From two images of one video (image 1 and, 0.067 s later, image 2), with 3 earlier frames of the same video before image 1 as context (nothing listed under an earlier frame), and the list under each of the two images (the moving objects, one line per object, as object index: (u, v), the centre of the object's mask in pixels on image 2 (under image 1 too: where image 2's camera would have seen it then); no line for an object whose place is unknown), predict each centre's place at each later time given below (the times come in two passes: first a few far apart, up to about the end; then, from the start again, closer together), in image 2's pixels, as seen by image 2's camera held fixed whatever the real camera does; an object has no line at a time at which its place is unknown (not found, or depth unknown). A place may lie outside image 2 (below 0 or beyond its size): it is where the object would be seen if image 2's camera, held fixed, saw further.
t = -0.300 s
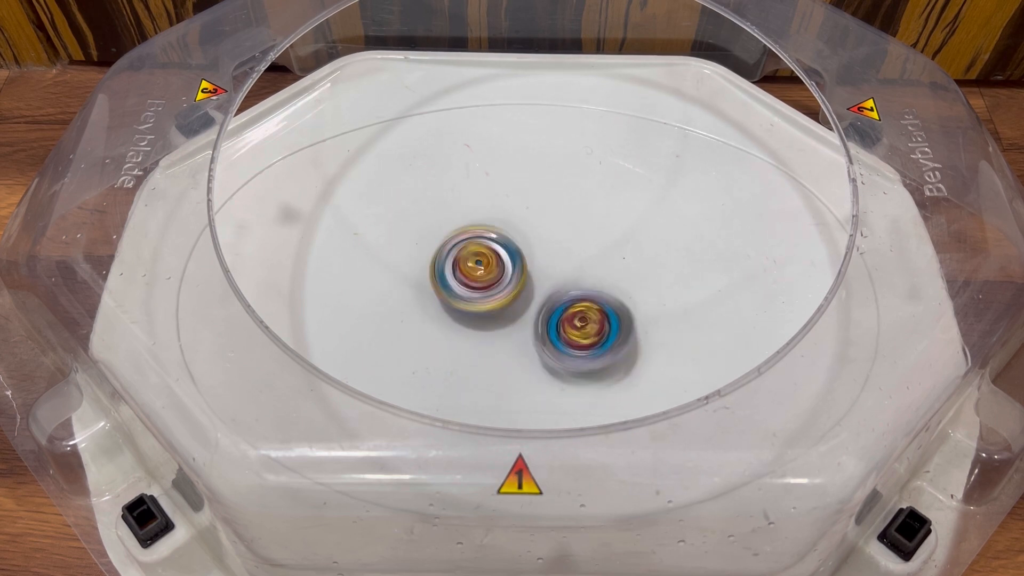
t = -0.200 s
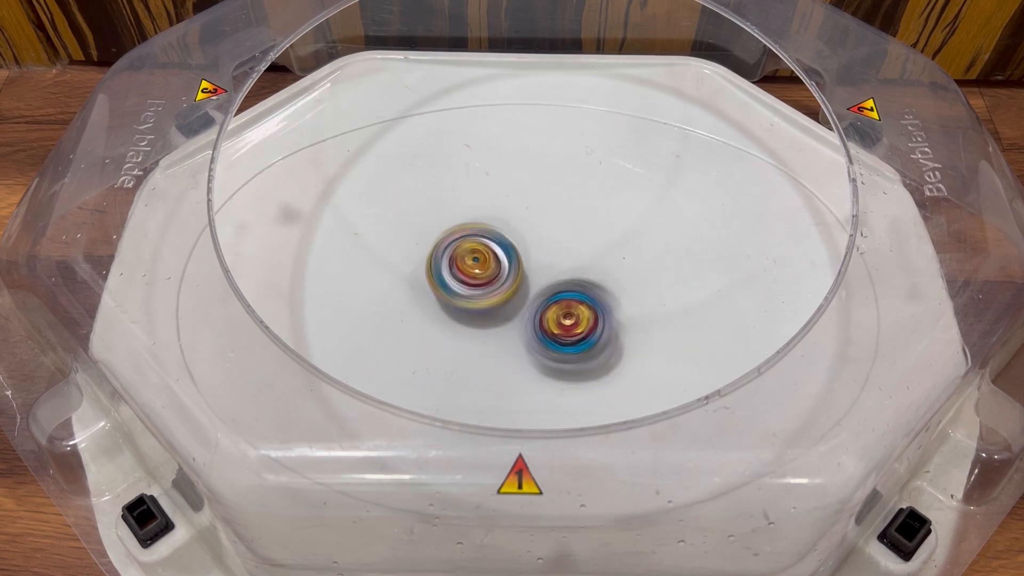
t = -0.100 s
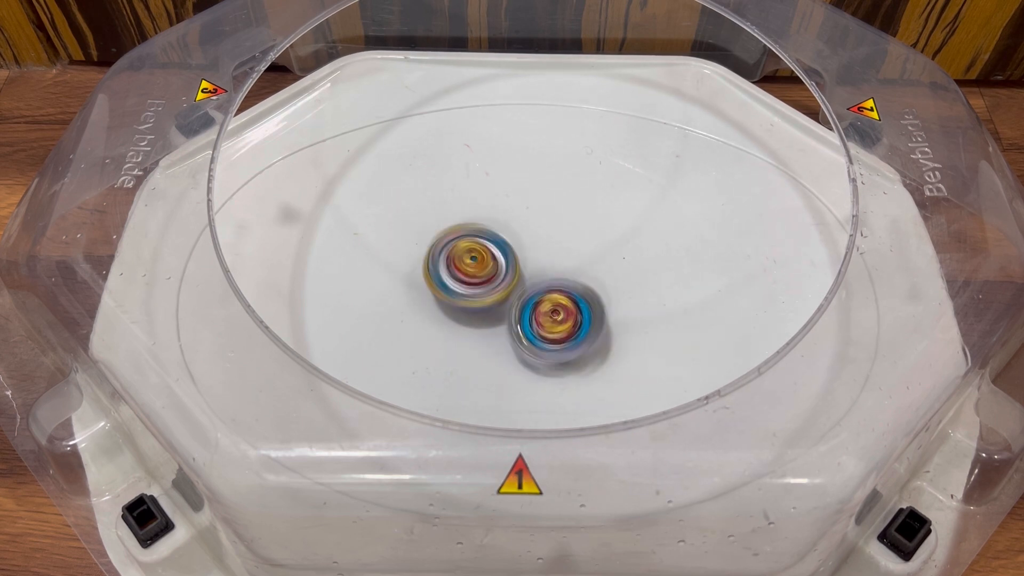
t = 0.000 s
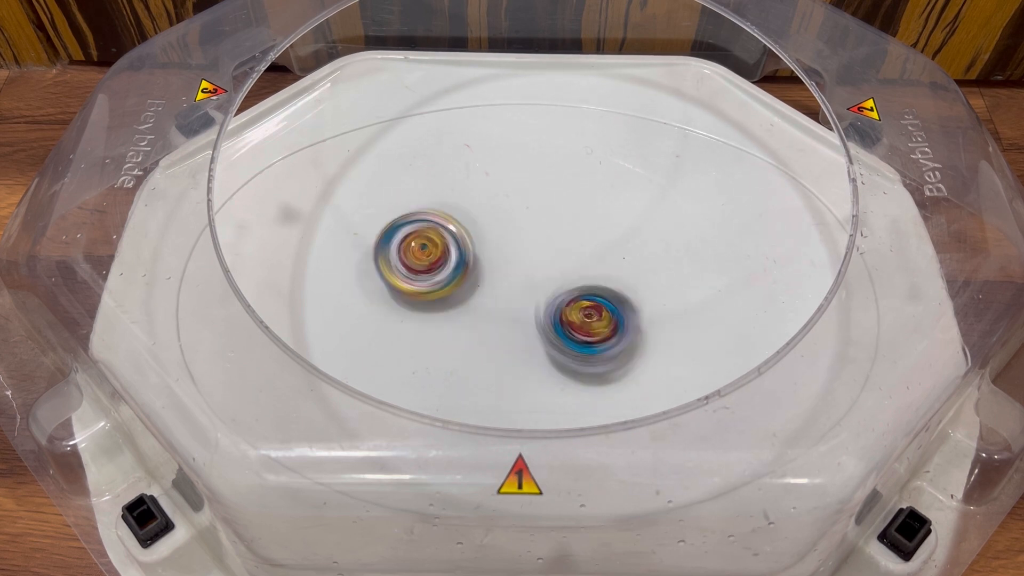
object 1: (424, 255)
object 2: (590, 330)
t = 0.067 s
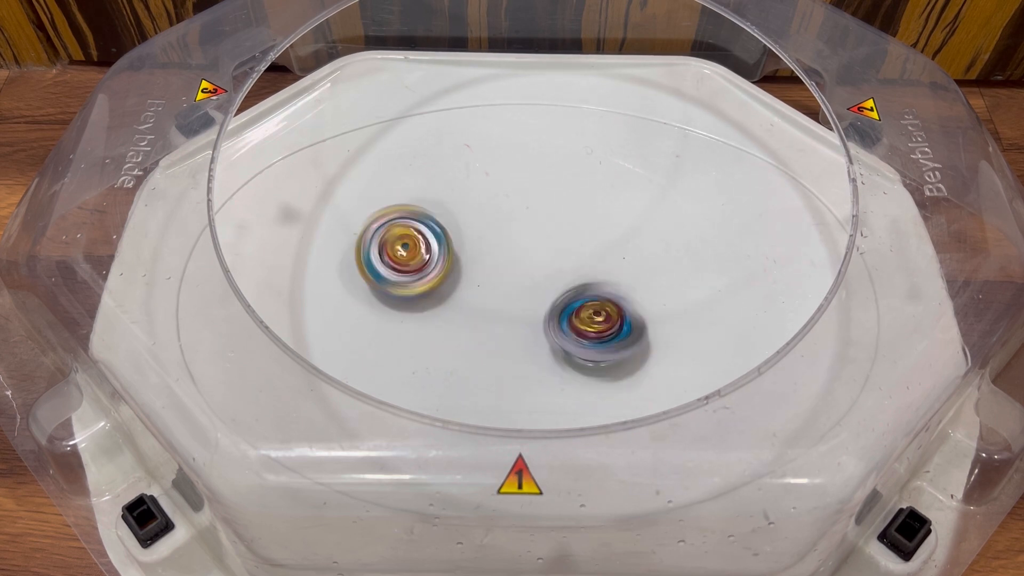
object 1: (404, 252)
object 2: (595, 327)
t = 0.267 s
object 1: (395, 261)
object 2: (597, 325)
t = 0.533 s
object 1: (408, 280)
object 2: (581, 308)
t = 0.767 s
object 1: (459, 281)
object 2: (559, 309)
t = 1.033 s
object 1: (450, 270)
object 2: (585, 305)
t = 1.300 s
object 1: (451, 262)
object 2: (581, 303)
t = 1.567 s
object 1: (459, 255)
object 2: (554, 310)
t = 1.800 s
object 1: (470, 247)
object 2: (541, 321)
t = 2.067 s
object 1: (476, 239)
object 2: (536, 324)
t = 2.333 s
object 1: (481, 234)
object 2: (524, 316)
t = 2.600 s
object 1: (478, 229)
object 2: (531, 314)
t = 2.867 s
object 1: (481, 231)
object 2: (533, 298)
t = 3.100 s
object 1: (480, 242)
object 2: (612, 291)
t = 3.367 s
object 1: (488, 246)
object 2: (589, 278)
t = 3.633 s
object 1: (518, 262)
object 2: (618, 301)
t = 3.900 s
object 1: (505, 269)
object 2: (626, 280)
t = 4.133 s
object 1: (507, 294)
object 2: (603, 278)
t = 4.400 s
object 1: (531, 320)
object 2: (625, 278)
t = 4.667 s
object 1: (539, 330)
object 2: (625, 281)
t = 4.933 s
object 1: (531, 319)
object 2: (624, 283)
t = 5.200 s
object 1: (520, 319)
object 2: (619, 288)
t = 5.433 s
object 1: (529, 322)
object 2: (613, 290)
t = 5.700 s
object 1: (525, 320)
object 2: (614, 290)
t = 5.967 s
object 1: (524, 319)
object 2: (614, 290)
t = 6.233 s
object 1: (524, 319)
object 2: (614, 290)
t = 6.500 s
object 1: (524, 320)
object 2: (614, 290)
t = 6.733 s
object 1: (524, 319)
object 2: (614, 290)
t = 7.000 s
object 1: (524, 320)
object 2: (614, 290)
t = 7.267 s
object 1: (524, 319)
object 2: (614, 290)
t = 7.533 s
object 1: (524, 320)
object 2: (614, 290)
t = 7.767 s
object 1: (524, 320)
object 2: (614, 290)
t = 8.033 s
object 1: (524, 320)
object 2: (614, 290)
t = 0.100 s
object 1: (399, 254)
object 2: (598, 328)
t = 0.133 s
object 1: (399, 256)
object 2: (597, 331)
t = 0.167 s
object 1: (397, 258)
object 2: (597, 327)
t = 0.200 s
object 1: (397, 259)
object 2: (598, 326)
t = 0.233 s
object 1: (395, 260)
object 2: (599, 328)
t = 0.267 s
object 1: (395, 261)
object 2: (597, 325)
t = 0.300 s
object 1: (394, 265)
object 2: (596, 323)
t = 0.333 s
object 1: (394, 267)
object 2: (599, 324)
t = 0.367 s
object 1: (397, 270)
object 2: (597, 320)
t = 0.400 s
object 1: (398, 272)
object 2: (592, 317)
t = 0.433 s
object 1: (399, 273)
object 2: (592, 315)
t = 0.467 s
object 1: (401, 276)
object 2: (591, 313)
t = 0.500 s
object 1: (404, 278)
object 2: (584, 312)
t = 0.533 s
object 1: (408, 280)
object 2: (581, 308)
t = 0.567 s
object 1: (412, 281)
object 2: (580, 308)
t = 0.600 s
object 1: (420, 283)
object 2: (576, 311)
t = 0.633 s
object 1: (425, 282)
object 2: (572, 310)
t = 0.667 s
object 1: (433, 283)
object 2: (567, 306)
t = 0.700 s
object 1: (443, 283)
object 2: (564, 309)
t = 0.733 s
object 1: (452, 283)
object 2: (561, 310)
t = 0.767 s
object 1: (459, 281)
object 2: (559, 309)
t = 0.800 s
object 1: (453, 279)
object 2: (572, 307)
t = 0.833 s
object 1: (450, 277)
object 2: (580, 305)
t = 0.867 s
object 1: (448, 277)
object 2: (587, 303)
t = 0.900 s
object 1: (451, 276)
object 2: (593, 305)
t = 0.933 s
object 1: (450, 273)
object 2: (587, 301)
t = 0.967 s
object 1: (450, 272)
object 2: (585, 300)
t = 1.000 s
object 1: (448, 271)
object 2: (584, 307)
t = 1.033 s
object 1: (450, 270)
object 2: (585, 305)
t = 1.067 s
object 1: (449, 268)
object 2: (586, 303)
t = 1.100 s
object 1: (449, 267)
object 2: (581, 305)
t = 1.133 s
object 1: (448, 266)
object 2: (585, 306)
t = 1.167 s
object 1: (449, 266)
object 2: (585, 305)
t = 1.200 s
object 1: (449, 264)
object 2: (581, 303)
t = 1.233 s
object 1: (450, 264)
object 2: (579, 306)
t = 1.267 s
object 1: (449, 262)
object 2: (580, 306)
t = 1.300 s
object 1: (451, 262)
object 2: (581, 303)
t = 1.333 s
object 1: (451, 261)
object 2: (575, 305)
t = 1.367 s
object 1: (452, 260)
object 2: (569, 303)
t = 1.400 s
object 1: (452, 259)
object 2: (566, 307)
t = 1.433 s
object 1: (454, 259)
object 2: (563, 307)
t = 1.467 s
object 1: (455, 257)
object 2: (564, 307)
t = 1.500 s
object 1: (456, 257)
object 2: (563, 308)
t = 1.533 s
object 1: (457, 256)
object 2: (557, 307)
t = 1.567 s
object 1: (459, 255)
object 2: (554, 310)
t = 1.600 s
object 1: (461, 253)
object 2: (551, 314)
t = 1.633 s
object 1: (462, 252)
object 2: (552, 312)
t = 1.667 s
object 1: (464, 251)
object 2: (550, 316)
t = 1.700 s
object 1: (465, 251)
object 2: (547, 314)
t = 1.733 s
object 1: (467, 249)
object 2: (547, 316)
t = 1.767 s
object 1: (468, 249)
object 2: (541, 320)
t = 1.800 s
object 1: (470, 247)
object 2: (541, 321)
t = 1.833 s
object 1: (470, 247)
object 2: (541, 324)
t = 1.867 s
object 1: (473, 245)
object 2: (539, 323)
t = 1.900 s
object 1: (472, 245)
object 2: (539, 326)
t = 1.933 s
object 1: (474, 243)
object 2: (536, 325)
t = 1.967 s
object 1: (473, 242)
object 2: (538, 324)
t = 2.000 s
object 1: (475, 241)
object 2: (534, 327)
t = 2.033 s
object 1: (475, 240)
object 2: (536, 324)
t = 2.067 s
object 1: (476, 239)
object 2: (536, 324)
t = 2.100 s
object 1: (475, 239)
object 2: (530, 323)
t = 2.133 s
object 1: (477, 238)
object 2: (532, 325)
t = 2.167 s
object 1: (477, 237)
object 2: (532, 324)
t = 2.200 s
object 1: (478, 236)
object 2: (534, 319)
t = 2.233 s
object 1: (477, 235)
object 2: (526, 320)
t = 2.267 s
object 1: (479, 235)
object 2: (526, 321)
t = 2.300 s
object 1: (479, 234)
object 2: (529, 323)
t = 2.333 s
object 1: (481, 234)
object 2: (524, 316)
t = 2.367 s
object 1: (481, 234)
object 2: (522, 314)
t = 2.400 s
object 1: (478, 231)
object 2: (523, 316)
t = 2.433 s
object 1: (475, 229)
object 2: (535, 319)
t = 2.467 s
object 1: (476, 230)
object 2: (537, 317)
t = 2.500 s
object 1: (477, 228)
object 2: (540, 313)
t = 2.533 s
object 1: (477, 229)
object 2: (534, 313)
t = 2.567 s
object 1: (479, 229)
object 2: (537, 312)
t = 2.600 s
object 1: (478, 229)
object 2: (531, 314)
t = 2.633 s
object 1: (479, 230)
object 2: (533, 313)
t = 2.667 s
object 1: (479, 229)
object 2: (528, 315)
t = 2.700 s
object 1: (480, 230)
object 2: (530, 314)
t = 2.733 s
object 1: (481, 229)
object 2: (529, 312)
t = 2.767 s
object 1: (483, 230)
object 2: (530, 312)
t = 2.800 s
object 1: (484, 230)
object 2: (529, 306)
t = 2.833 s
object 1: (481, 229)
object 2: (529, 306)
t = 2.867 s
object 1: (481, 231)
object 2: (533, 298)
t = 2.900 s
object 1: (485, 233)
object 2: (537, 292)
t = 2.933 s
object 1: (485, 234)
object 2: (547, 286)
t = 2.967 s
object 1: (478, 236)
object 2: (563, 279)
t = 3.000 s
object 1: (477, 241)
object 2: (580, 276)
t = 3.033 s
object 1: (478, 241)
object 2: (596, 278)
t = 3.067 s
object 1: (479, 241)
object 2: (608, 284)
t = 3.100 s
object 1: (480, 242)
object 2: (612, 291)
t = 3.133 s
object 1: (478, 240)
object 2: (610, 298)
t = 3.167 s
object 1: (478, 241)
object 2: (605, 304)
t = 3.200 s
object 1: (479, 241)
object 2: (594, 305)
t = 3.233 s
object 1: (480, 242)
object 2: (585, 302)
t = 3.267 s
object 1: (482, 243)
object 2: (579, 296)
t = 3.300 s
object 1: (481, 243)
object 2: (579, 287)
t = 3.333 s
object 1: (484, 245)
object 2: (582, 280)
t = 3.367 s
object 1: (488, 246)
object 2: (589, 278)
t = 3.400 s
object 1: (494, 249)
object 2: (595, 279)
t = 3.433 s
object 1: (501, 252)
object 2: (600, 281)
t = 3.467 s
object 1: (507, 254)
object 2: (604, 284)
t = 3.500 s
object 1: (515, 256)
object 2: (606, 288)
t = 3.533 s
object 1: (522, 258)
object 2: (609, 292)
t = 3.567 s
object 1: (521, 259)
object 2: (614, 295)
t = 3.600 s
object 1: (518, 260)
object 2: (617, 298)
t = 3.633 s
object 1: (518, 262)
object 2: (618, 301)
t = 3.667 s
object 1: (521, 266)
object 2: (617, 300)
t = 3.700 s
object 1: (523, 265)
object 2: (618, 302)
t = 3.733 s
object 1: (518, 262)
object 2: (625, 300)
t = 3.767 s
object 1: (513, 268)
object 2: (629, 296)
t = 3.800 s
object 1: (511, 268)
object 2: (631, 292)
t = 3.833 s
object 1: (511, 270)
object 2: (631, 288)
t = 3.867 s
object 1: (506, 270)
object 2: (630, 284)
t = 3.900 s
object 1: (505, 269)
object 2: (626, 280)
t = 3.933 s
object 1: (506, 273)
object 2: (619, 277)
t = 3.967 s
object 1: (506, 273)
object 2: (611, 277)
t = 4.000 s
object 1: (504, 278)
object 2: (605, 278)
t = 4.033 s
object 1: (499, 282)
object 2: (606, 278)
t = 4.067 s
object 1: (500, 286)
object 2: (606, 277)
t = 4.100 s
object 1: (502, 289)
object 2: (605, 278)
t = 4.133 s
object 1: (507, 294)
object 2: (603, 278)
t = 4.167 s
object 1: (510, 297)
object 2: (601, 279)
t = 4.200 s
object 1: (515, 301)
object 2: (601, 278)
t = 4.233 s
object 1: (516, 303)
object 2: (604, 277)
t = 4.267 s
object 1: (523, 306)
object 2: (608, 276)
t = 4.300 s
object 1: (529, 308)
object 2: (612, 279)
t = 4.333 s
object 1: (534, 310)
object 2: (617, 281)
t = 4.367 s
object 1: (533, 315)
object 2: (624, 279)
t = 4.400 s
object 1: (531, 320)
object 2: (625, 278)
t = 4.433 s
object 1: (533, 327)
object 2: (625, 278)
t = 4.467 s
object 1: (538, 332)
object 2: (625, 278)
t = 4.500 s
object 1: (543, 333)
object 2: (625, 278)
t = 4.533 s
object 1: (543, 333)
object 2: (625, 279)
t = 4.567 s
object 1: (543, 334)
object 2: (625, 279)
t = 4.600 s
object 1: (541, 334)
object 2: (625, 280)
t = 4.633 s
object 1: (540, 332)
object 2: (625, 280)
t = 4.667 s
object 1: (539, 330)
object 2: (625, 281)
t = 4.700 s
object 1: (539, 327)
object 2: (625, 282)
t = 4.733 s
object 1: (542, 324)
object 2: (625, 283)
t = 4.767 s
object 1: (544, 320)
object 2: (625, 284)
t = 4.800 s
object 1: (542, 321)
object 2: (624, 284)
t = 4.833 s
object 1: (540, 322)
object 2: (624, 284)
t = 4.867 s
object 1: (539, 320)
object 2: (624, 283)
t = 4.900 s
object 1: (536, 319)
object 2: (624, 283)
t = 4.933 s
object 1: (531, 319)
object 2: (624, 283)
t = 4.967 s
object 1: (525, 319)
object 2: (624, 284)
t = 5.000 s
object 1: (522, 319)
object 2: (624, 284)
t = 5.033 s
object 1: (521, 320)
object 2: (623, 284)
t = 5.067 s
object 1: (522, 320)
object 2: (623, 285)
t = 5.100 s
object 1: (521, 319)
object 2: (622, 285)
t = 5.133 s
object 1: (521, 319)
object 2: (622, 286)
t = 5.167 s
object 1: (521, 319)
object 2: (621, 287)
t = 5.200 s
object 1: (520, 319)
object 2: (619, 288)
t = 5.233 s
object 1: (519, 318)
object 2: (618, 288)
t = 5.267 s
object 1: (520, 318)
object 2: (616, 289)
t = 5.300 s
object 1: (520, 318)
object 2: (613, 290)
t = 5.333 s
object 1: (523, 319)
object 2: (613, 290)
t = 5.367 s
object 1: (525, 320)
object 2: (613, 290)
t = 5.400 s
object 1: (528, 321)
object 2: (613, 290)
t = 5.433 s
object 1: (529, 322)
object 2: (613, 290)
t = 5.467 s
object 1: (529, 322)
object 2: (613, 290)
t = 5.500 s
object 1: (529, 322)
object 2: (613, 290)
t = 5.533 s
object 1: (529, 322)
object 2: (613, 290)
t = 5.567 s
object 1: (528, 321)
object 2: (613, 290)
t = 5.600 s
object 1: (527, 320)
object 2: (614, 290)
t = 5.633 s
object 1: (526, 320)
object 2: (614, 290)
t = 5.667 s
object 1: (525, 320)
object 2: (614, 290)
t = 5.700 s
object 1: (525, 320)
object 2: (614, 290)
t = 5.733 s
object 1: (524, 319)
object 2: (614, 290)
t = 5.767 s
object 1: (524, 319)
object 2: (614, 290)
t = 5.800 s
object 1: (524, 319)
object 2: (614, 290)
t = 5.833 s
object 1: (524, 319)
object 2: (614, 290)
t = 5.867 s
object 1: (524, 319)
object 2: (614, 290)
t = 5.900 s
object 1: (524, 319)
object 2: (614, 290)
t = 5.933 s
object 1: (524, 319)
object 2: (614, 290)
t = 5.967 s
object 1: (524, 319)
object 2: (614, 290)
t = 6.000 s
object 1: (524, 319)
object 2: (614, 290)
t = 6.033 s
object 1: (524, 319)
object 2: (614, 290)
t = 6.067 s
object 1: (524, 319)
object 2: (614, 290)
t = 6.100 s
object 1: (524, 319)
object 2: (614, 290)
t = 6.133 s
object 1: (524, 319)
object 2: (614, 290)
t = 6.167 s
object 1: (524, 319)
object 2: (614, 290)
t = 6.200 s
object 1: (524, 319)
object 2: (614, 290)
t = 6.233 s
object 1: (524, 319)
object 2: (614, 290)
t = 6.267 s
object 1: (524, 319)
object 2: (614, 290)
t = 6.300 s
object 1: (524, 319)
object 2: (614, 290)
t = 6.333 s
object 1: (524, 319)
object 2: (614, 290)
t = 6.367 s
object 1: (524, 320)
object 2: (614, 290)
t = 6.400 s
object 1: (524, 319)
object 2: (614, 290)
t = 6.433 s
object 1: (524, 320)
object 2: (614, 290)
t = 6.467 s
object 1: (524, 319)
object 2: (614, 290)
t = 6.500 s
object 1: (524, 320)
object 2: (614, 290)
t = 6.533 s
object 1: (524, 320)
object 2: (614, 290)
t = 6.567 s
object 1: (524, 320)
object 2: (614, 290)
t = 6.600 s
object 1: (524, 319)
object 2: (614, 290)
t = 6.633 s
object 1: (524, 319)
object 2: (614, 290)
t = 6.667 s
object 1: (524, 319)
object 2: (614, 290)
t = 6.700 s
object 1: (524, 320)
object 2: (614, 290)
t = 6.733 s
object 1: (524, 319)
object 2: (614, 290)
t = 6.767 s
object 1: (524, 320)
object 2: (614, 290)
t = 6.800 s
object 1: (524, 320)
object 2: (614, 290)
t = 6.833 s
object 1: (524, 320)
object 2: (614, 290)
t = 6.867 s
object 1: (524, 320)
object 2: (614, 290)
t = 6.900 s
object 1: (524, 319)
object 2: (614, 290)
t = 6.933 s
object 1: (524, 320)
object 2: (614, 290)
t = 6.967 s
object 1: (524, 320)
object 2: (614, 290)
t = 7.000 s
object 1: (524, 320)
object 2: (614, 290)
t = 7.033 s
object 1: (524, 320)
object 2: (614, 290)
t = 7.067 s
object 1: (524, 320)
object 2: (614, 290)
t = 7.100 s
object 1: (524, 320)
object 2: (614, 290)
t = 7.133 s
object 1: (524, 320)
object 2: (614, 290)
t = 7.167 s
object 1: (524, 320)
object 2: (614, 290)
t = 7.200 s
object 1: (524, 320)
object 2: (614, 290)
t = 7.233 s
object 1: (524, 320)
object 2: (614, 290)
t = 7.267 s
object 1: (524, 319)
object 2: (614, 290)
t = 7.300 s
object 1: (524, 320)
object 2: (614, 290)
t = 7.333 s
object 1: (524, 320)
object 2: (614, 290)
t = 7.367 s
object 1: (524, 320)
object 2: (614, 290)
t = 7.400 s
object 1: (524, 320)
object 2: (614, 290)
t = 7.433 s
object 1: (524, 320)
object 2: (614, 290)
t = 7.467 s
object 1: (524, 320)
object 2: (614, 290)
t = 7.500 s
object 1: (524, 320)
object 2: (614, 290)
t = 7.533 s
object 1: (524, 320)
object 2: (614, 290)
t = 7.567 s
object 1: (524, 320)
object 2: (614, 290)
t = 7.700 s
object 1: (524, 319)
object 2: (614, 290)
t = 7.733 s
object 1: (524, 319)
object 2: (614, 290)
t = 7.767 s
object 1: (524, 320)
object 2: (614, 290)
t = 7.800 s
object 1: (524, 320)
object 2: (614, 290)
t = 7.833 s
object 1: (524, 320)
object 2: (614, 290)
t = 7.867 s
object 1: (524, 320)
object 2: (614, 290)
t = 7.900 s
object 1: (524, 320)
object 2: (614, 290)
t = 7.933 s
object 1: (524, 320)
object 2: (614, 290)
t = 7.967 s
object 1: (524, 320)
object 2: (614, 290)
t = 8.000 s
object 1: (524, 320)
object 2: (614, 290)
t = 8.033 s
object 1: (524, 320)
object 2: (614, 290)
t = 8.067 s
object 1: (524, 320)
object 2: (614, 290)
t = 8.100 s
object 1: (524, 320)
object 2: (614, 290)
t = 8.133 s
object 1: (524, 320)
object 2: (614, 290)
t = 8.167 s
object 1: (524, 319)
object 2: (614, 290)
